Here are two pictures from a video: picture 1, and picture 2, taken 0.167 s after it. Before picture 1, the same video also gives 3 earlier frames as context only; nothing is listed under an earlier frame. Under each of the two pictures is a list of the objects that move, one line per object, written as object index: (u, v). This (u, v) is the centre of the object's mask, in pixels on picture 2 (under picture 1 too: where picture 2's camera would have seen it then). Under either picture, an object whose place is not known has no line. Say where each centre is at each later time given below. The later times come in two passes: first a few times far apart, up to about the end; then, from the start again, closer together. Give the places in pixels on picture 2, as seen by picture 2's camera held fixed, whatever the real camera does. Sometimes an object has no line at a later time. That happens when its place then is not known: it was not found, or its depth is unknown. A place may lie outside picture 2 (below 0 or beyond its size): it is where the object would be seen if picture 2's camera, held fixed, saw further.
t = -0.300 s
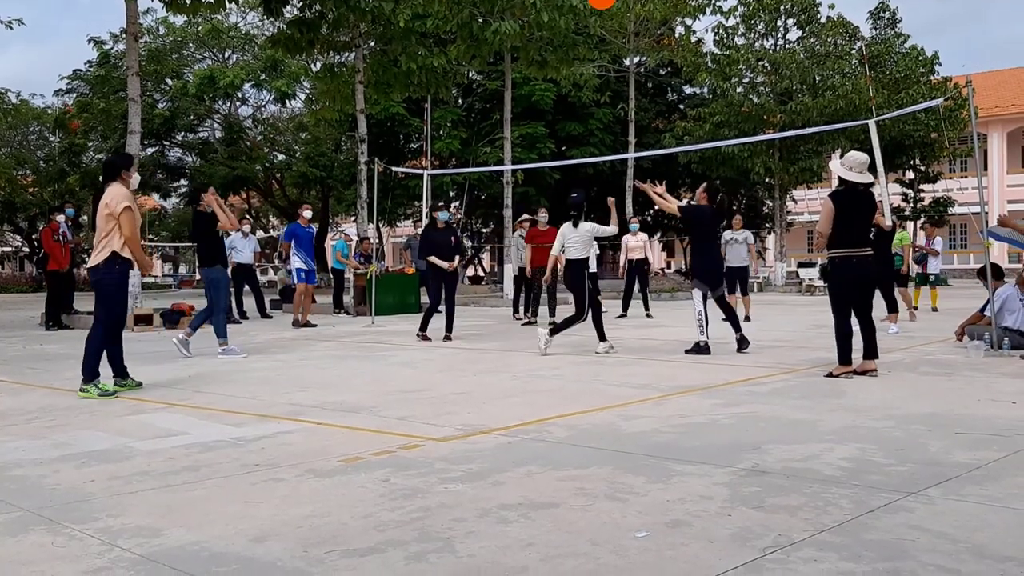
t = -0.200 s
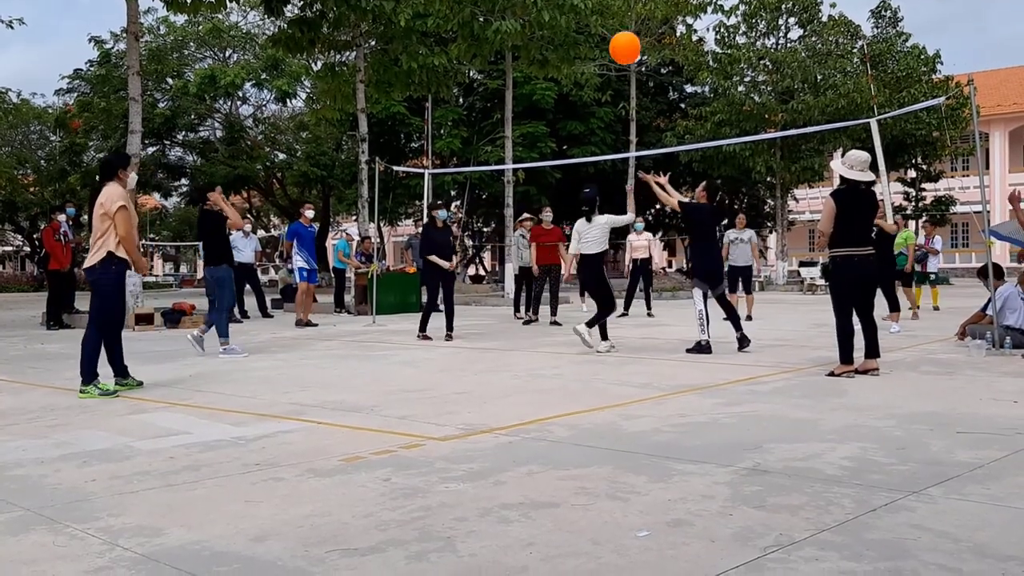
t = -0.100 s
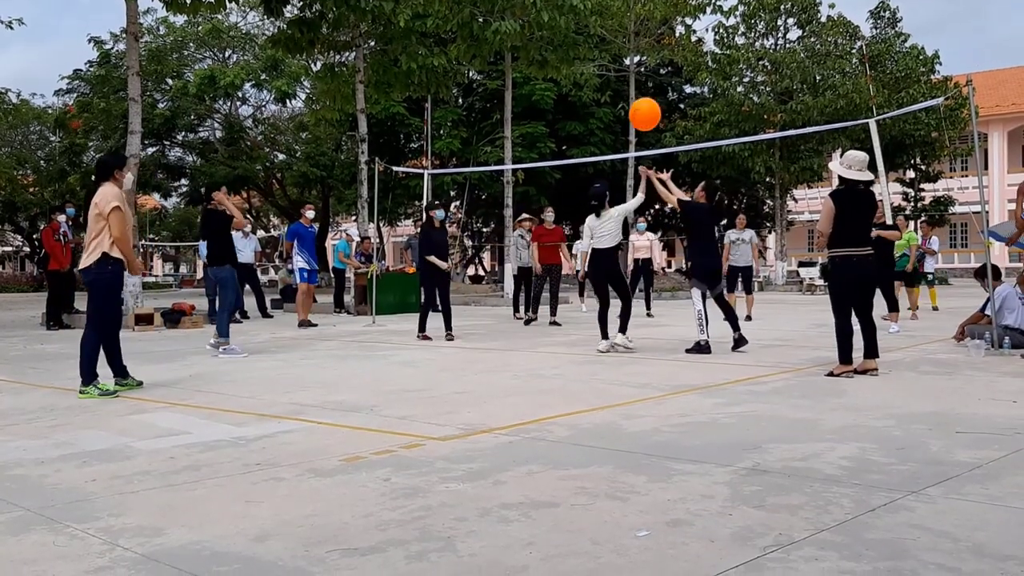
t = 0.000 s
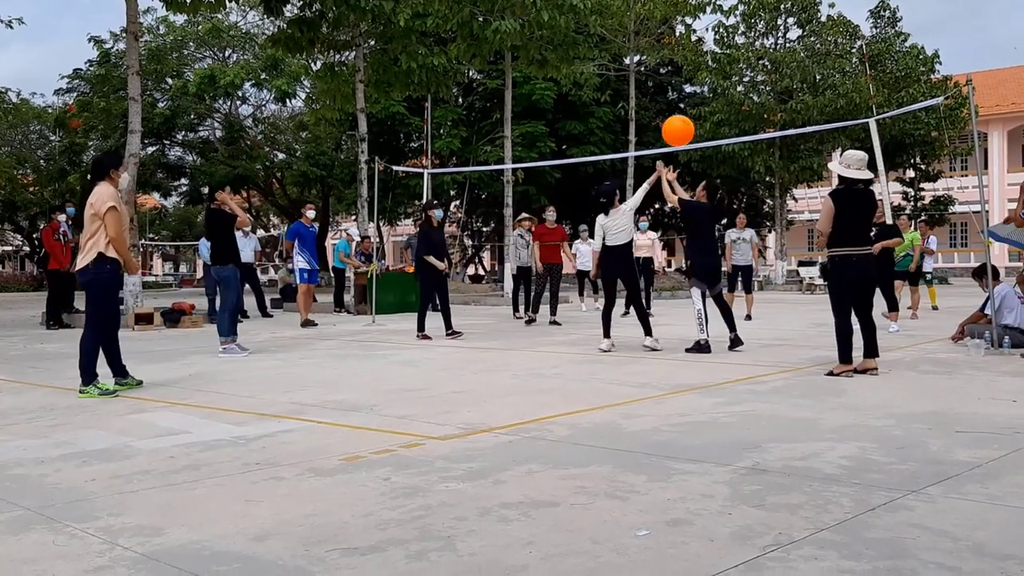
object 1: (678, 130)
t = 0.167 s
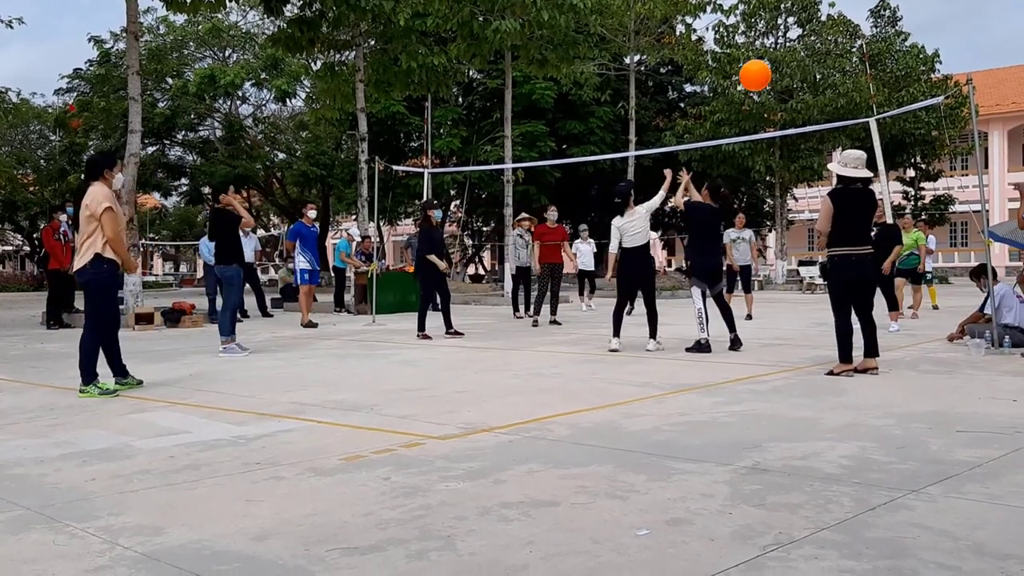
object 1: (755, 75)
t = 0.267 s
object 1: (798, 58)
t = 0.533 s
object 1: (899, 61)
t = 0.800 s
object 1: (990, 125)
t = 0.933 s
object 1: (1019, 181)
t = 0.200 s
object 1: (770, 68)
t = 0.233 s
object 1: (784, 62)
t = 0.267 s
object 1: (798, 58)
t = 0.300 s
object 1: (812, 55)
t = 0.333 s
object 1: (825, 52)
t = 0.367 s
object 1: (838, 51)
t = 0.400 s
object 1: (850, 51)
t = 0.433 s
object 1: (863, 52)
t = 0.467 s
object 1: (875, 54)
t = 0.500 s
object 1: (887, 57)
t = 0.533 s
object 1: (899, 61)
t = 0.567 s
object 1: (910, 65)
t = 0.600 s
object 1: (922, 71)
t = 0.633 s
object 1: (933, 78)
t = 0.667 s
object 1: (945, 85)
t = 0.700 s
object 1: (956, 94)
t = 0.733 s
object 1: (967, 104)
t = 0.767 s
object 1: (978, 114)
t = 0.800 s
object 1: (990, 125)
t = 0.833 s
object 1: (999, 138)
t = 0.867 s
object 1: (1009, 151)
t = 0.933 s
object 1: (1019, 181)
